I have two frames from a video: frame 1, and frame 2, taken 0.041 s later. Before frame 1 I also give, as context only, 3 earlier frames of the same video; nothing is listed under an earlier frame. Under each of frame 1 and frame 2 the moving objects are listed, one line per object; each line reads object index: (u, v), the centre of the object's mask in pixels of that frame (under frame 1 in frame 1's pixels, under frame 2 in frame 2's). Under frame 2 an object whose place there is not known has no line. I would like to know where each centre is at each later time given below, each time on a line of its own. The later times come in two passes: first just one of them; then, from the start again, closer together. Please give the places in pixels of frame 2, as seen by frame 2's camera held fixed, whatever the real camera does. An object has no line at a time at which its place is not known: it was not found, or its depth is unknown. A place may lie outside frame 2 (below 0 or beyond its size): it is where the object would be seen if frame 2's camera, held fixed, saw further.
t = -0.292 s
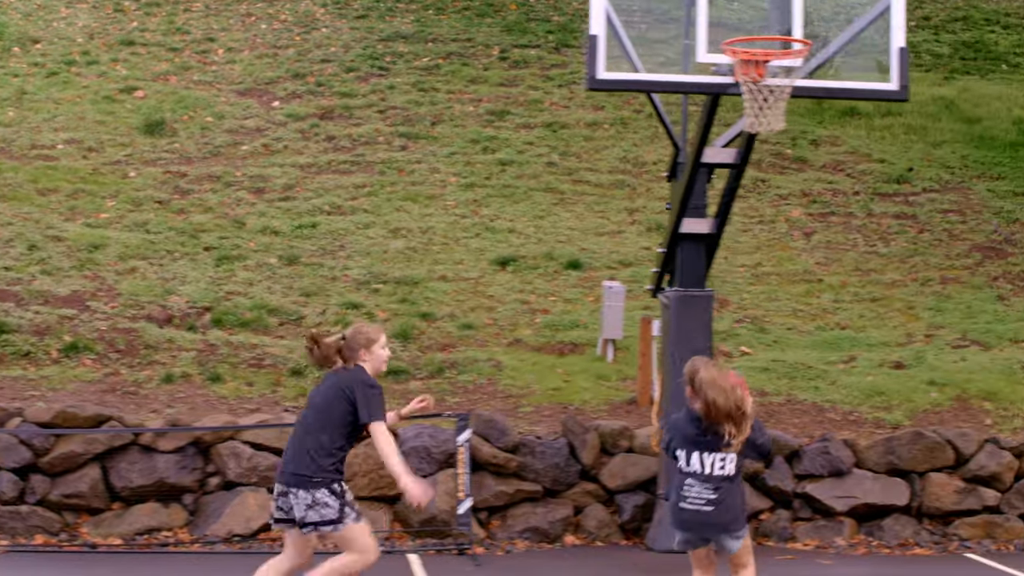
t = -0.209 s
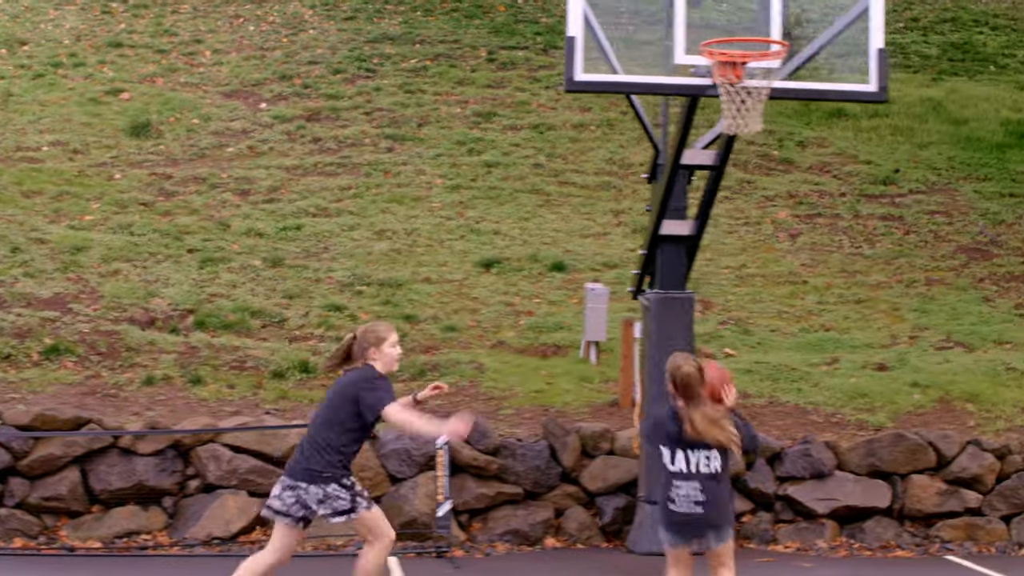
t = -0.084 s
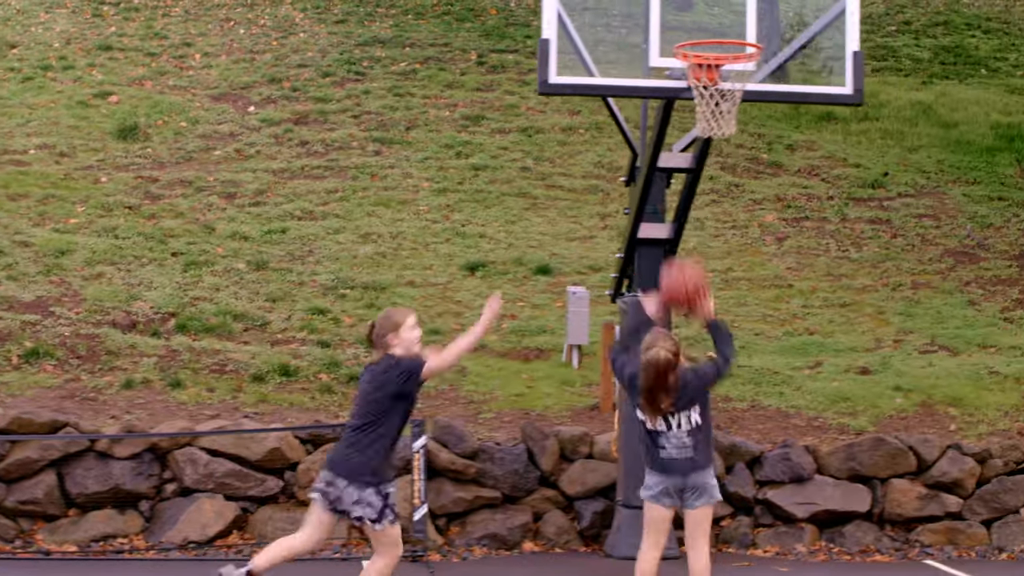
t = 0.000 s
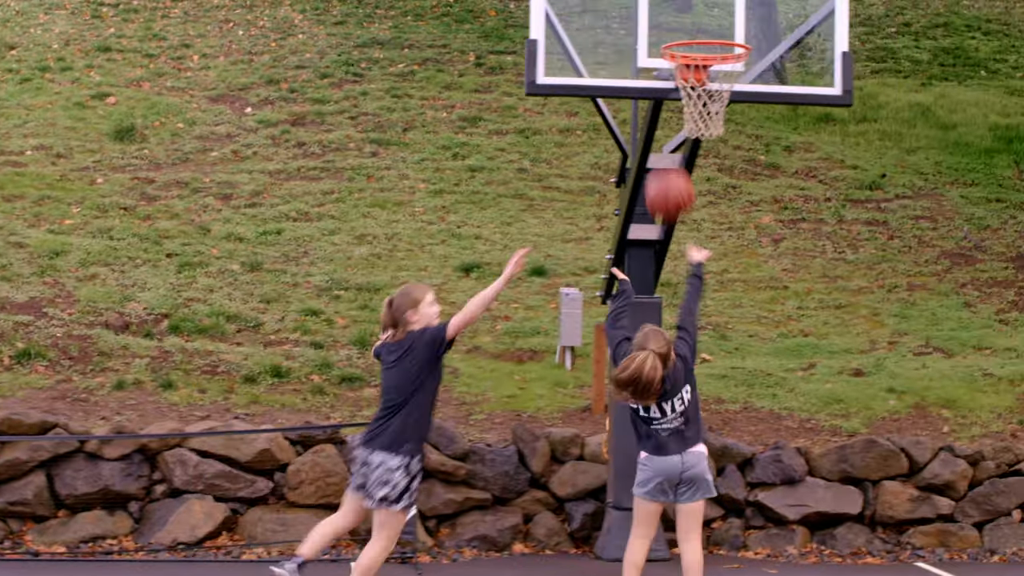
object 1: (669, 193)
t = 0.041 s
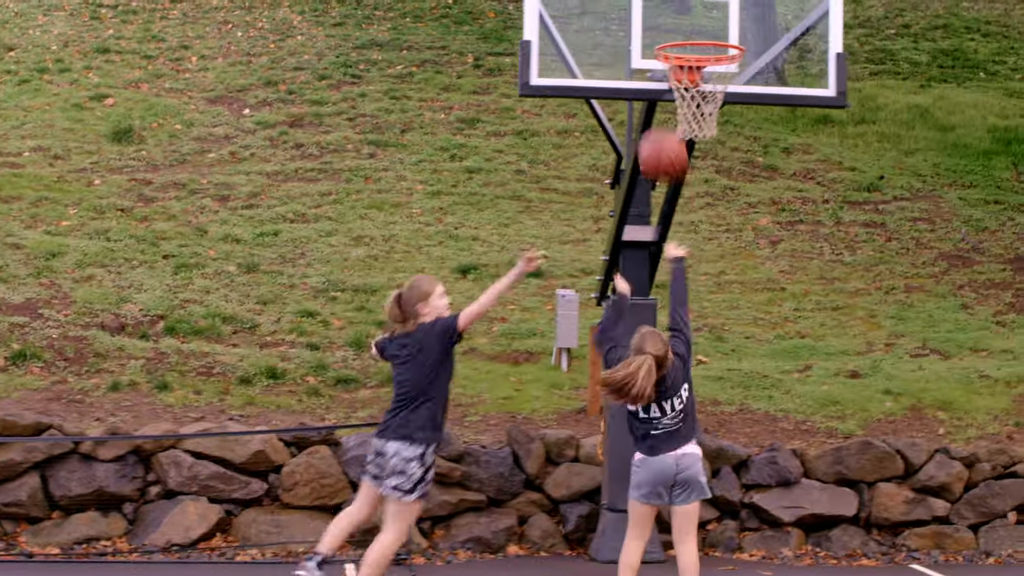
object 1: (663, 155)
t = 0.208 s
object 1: (662, 40)
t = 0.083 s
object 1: (661, 118)
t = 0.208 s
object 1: (662, 40)
